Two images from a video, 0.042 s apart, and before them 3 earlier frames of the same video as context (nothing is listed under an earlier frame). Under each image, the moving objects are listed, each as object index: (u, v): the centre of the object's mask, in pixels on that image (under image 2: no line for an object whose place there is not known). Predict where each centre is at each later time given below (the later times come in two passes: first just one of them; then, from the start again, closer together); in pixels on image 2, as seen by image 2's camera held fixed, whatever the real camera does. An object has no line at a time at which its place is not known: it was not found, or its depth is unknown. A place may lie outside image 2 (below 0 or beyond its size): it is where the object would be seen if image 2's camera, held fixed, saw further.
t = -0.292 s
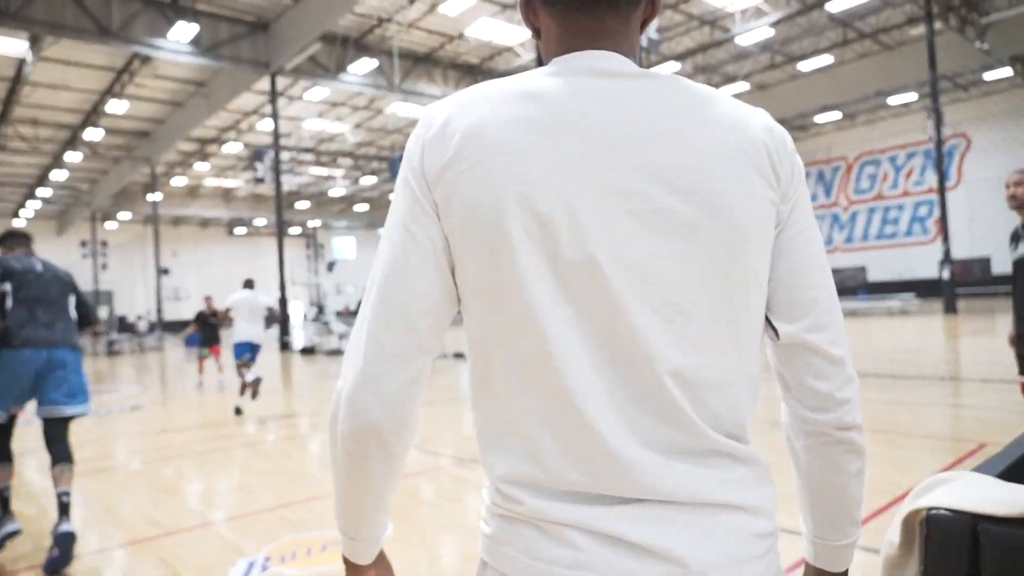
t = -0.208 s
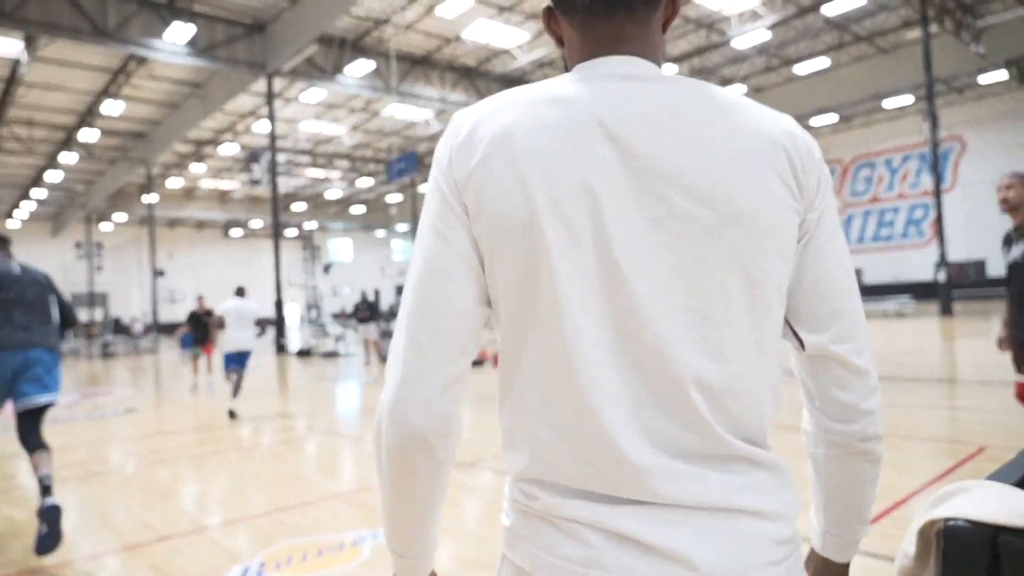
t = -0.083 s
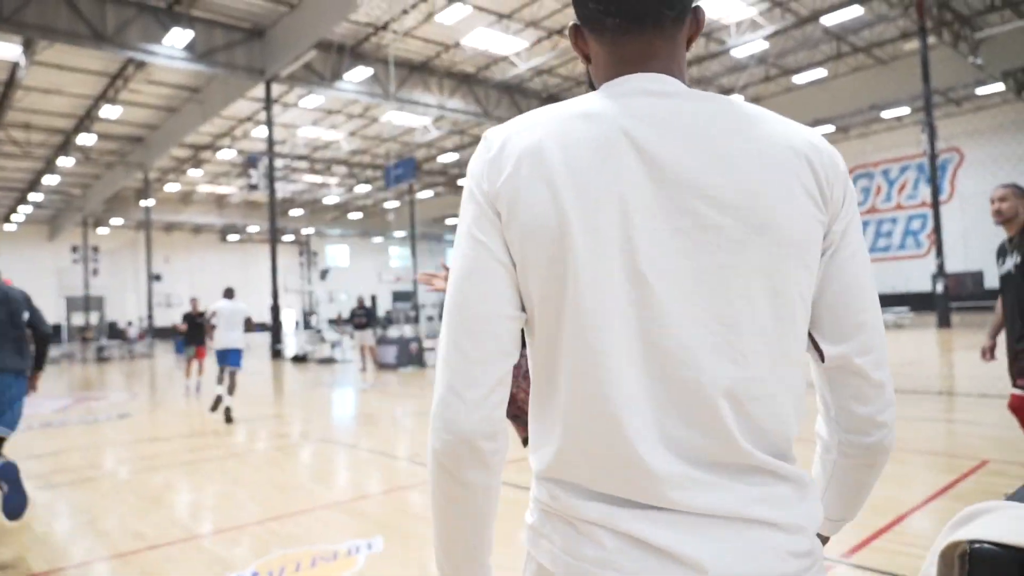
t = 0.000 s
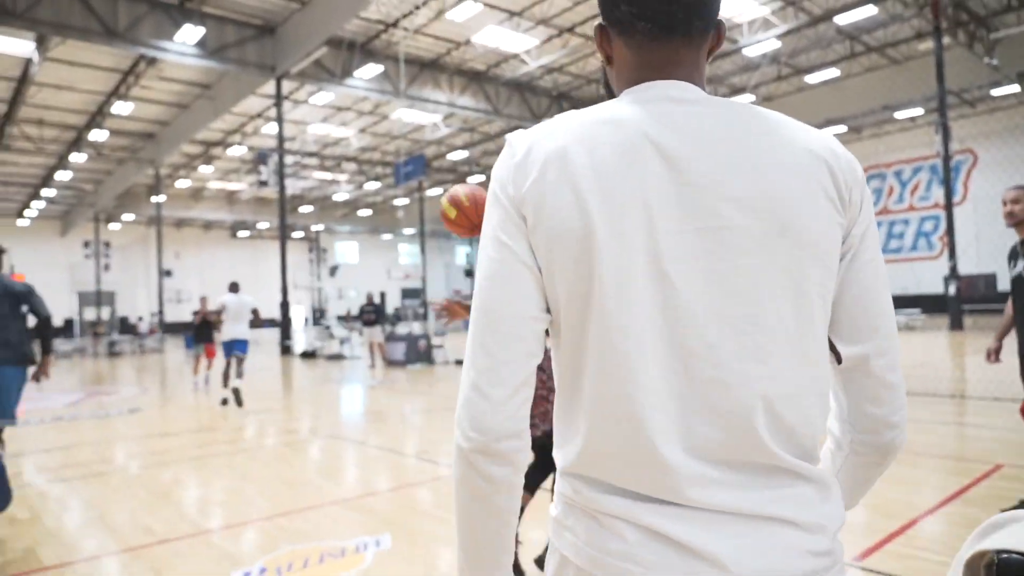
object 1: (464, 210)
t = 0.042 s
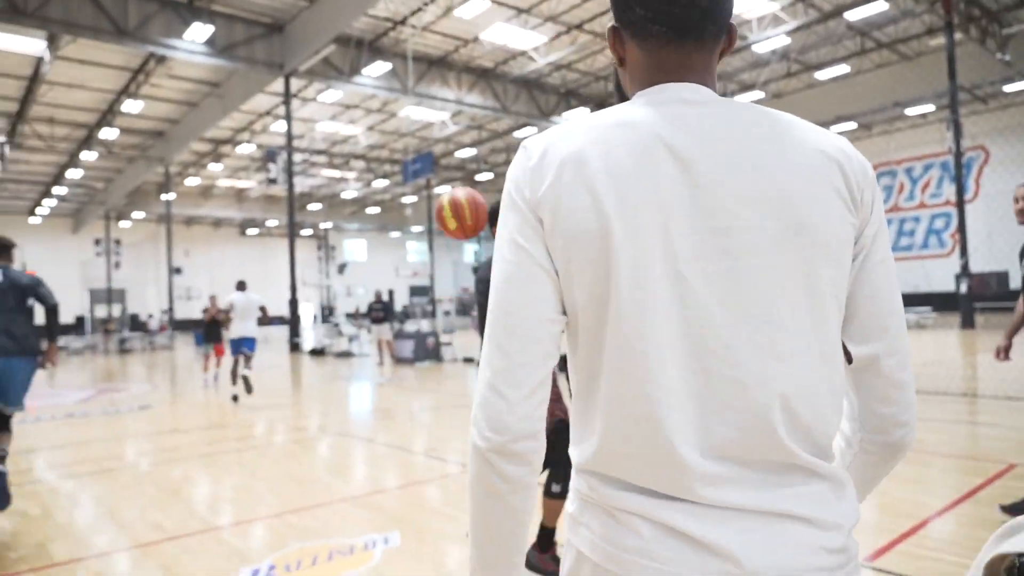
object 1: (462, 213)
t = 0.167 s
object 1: (424, 251)
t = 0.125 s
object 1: (436, 235)
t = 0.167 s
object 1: (424, 251)
